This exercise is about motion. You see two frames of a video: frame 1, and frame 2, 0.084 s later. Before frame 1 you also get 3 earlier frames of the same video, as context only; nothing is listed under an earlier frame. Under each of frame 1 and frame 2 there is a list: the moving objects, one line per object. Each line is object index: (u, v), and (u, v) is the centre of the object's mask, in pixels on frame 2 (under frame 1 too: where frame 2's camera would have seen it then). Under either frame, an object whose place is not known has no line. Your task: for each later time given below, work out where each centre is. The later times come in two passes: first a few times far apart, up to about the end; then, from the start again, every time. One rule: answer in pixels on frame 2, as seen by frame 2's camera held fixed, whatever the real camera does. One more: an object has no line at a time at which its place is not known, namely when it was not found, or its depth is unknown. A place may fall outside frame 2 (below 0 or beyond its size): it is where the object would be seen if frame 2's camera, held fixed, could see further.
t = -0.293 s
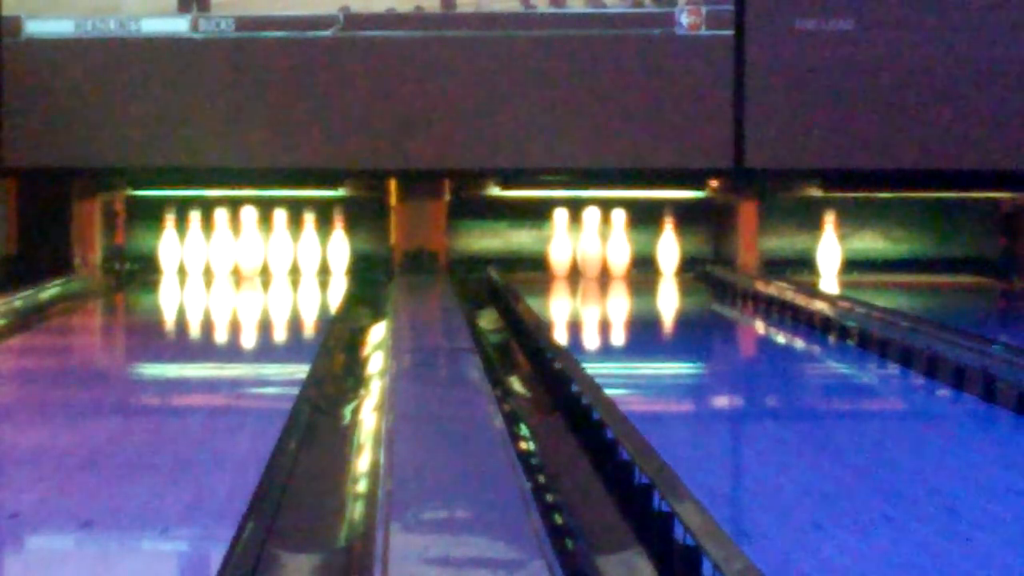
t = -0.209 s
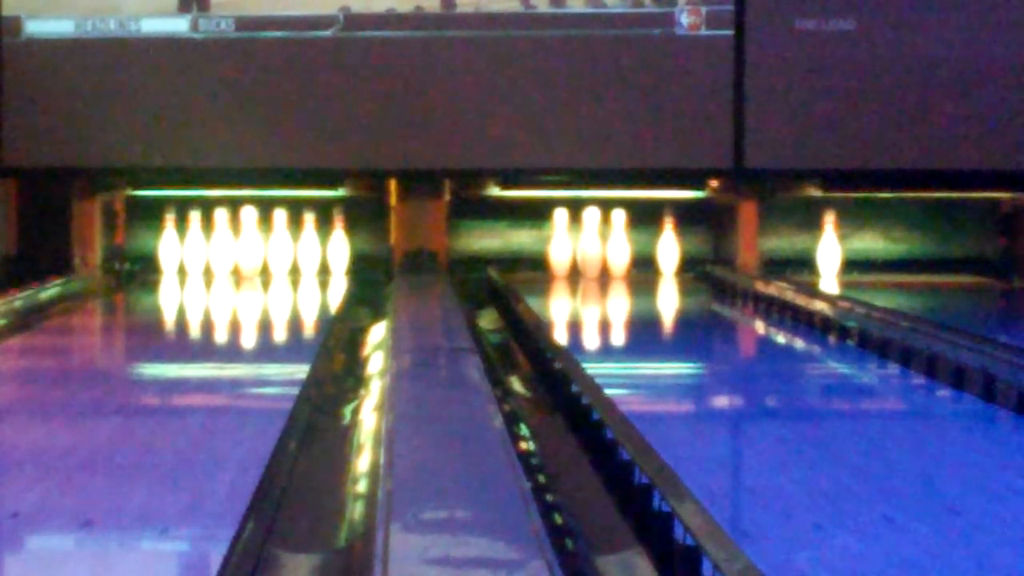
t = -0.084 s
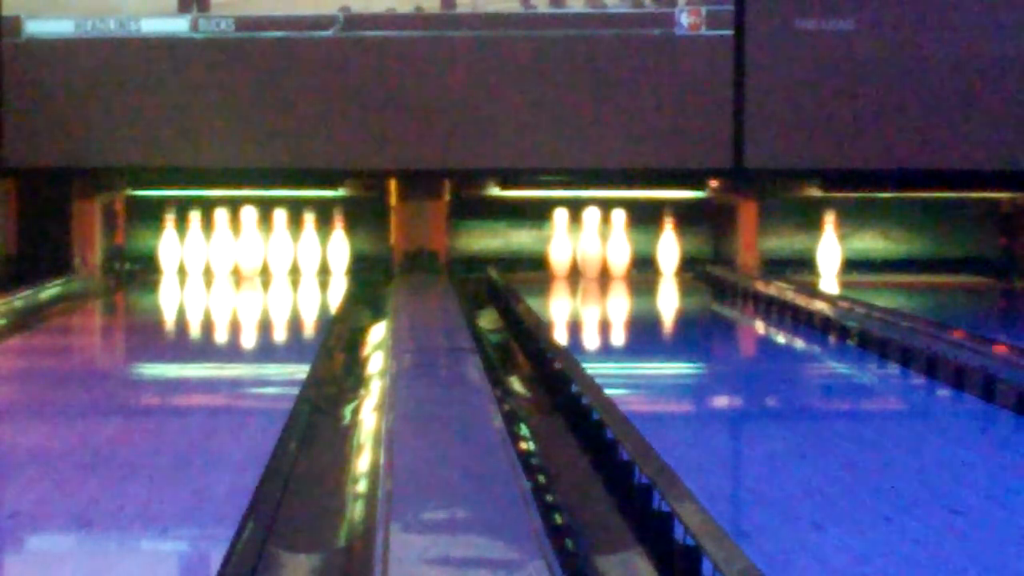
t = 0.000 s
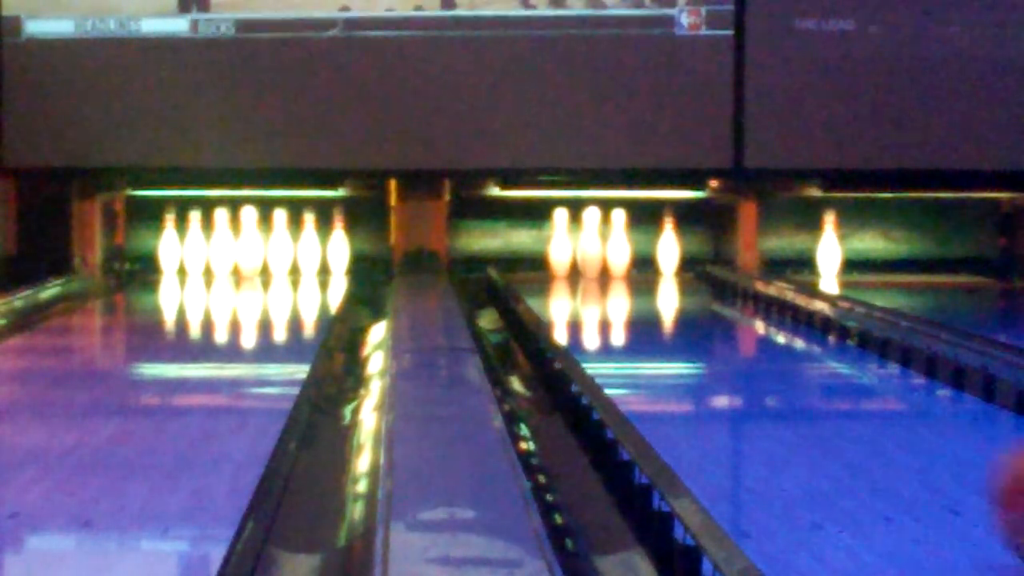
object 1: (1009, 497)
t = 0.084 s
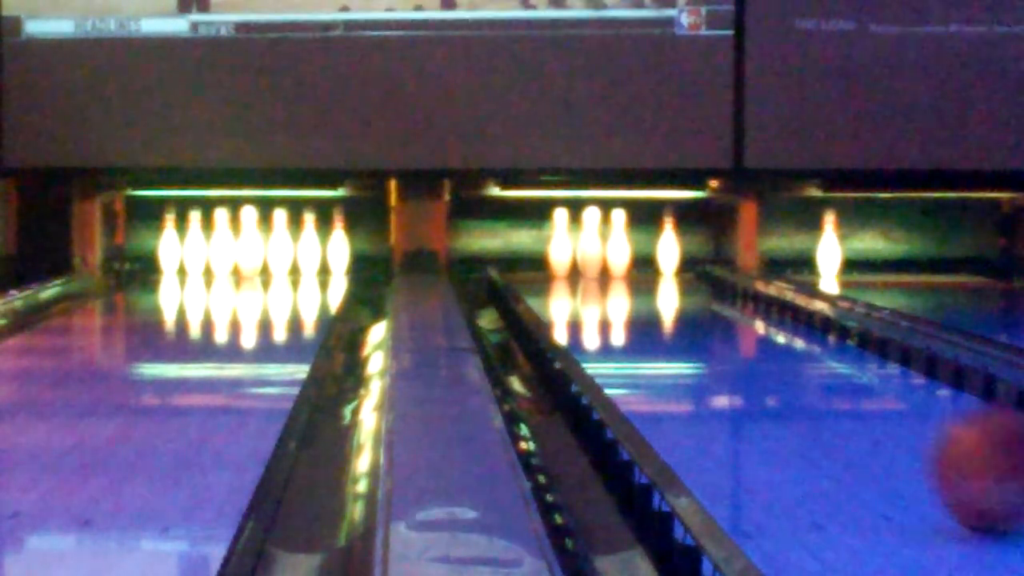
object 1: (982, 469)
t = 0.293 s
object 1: (873, 412)
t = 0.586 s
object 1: (764, 360)
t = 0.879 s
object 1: (695, 327)
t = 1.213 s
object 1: (639, 300)
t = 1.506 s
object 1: (604, 283)
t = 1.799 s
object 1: (579, 271)
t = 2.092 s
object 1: (558, 262)
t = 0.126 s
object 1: (963, 455)
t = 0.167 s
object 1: (938, 444)
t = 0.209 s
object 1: (914, 432)
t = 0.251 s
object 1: (892, 422)
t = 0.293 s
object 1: (873, 412)
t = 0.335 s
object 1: (853, 403)
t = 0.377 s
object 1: (836, 394)
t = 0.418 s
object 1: (820, 386)
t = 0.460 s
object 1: (804, 379)
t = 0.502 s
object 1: (790, 372)
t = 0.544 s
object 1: (775, 365)
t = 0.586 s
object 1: (764, 360)
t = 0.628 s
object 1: (752, 355)
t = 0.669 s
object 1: (740, 350)
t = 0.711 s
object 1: (730, 344)
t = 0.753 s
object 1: (720, 339)
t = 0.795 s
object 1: (711, 334)
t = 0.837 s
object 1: (704, 331)
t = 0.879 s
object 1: (695, 327)
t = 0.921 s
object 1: (687, 322)
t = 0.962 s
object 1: (678, 318)
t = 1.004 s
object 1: (670, 314)
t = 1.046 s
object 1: (664, 311)
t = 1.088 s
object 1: (656, 308)
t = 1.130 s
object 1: (651, 306)
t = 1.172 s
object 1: (644, 303)
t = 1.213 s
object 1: (639, 300)
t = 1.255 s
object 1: (635, 297)
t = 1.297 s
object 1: (630, 294)
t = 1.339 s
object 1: (625, 290)
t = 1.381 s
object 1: (618, 290)
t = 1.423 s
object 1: (614, 287)
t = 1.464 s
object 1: (609, 285)
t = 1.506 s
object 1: (604, 283)
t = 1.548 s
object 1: (600, 281)
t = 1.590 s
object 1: (594, 280)
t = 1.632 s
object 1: (591, 278)
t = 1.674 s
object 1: (589, 276)
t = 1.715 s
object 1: (586, 275)
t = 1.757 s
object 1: (582, 273)
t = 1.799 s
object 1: (579, 271)
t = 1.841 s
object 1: (575, 270)
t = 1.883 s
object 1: (572, 268)
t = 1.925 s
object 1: (569, 267)
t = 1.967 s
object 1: (566, 266)
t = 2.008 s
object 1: (563, 266)
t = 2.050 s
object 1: (560, 264)
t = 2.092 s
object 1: (558, 262)
